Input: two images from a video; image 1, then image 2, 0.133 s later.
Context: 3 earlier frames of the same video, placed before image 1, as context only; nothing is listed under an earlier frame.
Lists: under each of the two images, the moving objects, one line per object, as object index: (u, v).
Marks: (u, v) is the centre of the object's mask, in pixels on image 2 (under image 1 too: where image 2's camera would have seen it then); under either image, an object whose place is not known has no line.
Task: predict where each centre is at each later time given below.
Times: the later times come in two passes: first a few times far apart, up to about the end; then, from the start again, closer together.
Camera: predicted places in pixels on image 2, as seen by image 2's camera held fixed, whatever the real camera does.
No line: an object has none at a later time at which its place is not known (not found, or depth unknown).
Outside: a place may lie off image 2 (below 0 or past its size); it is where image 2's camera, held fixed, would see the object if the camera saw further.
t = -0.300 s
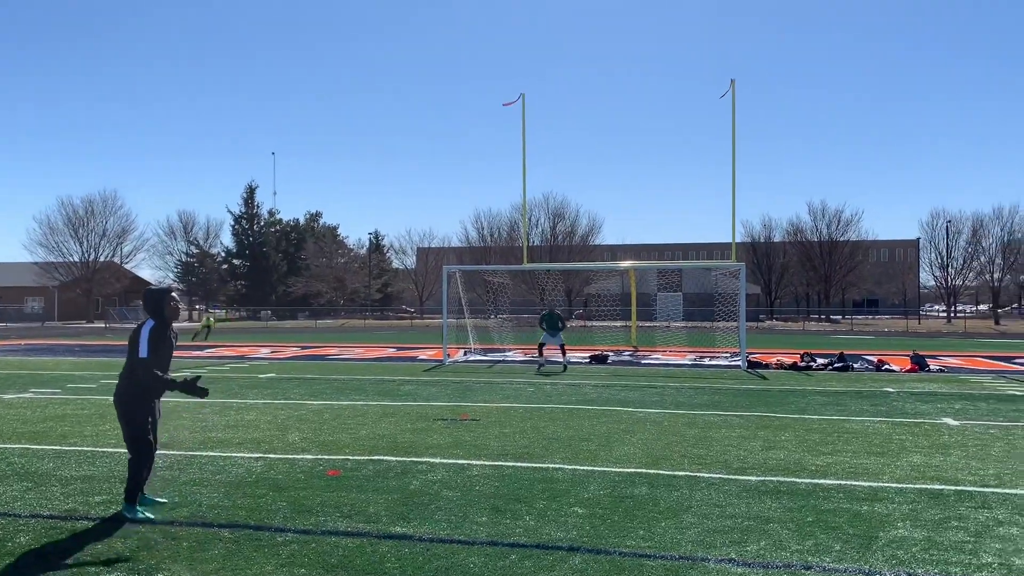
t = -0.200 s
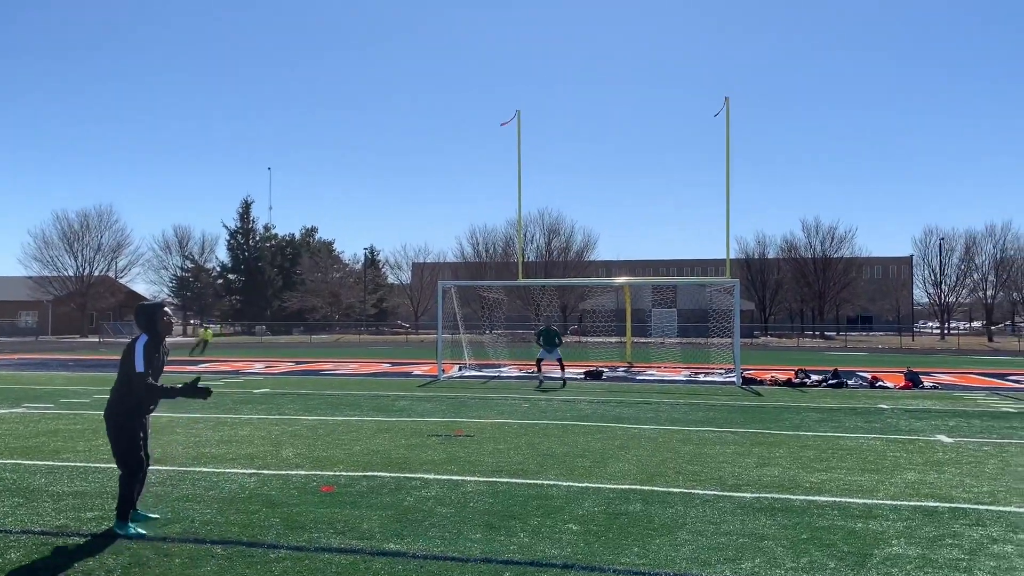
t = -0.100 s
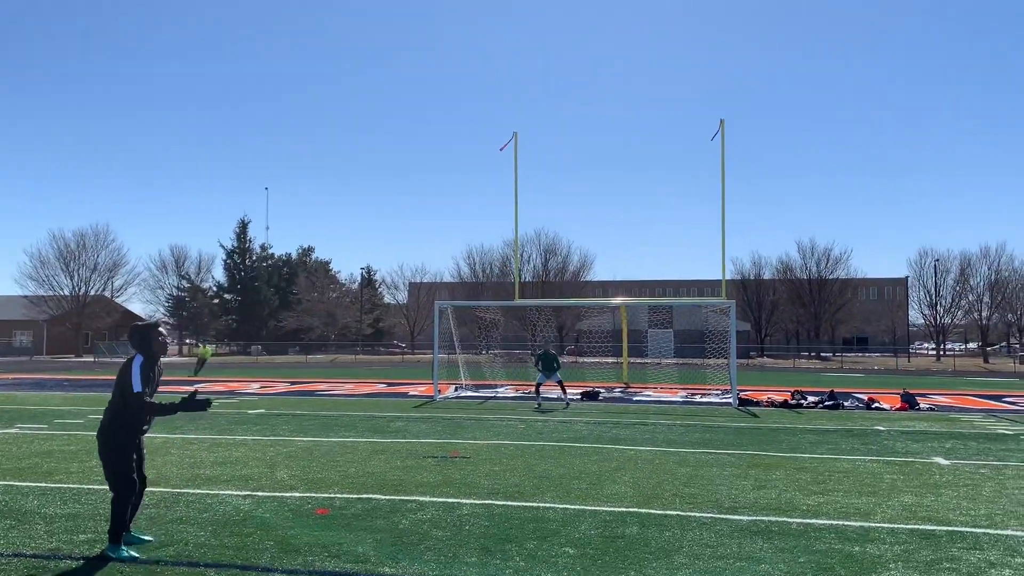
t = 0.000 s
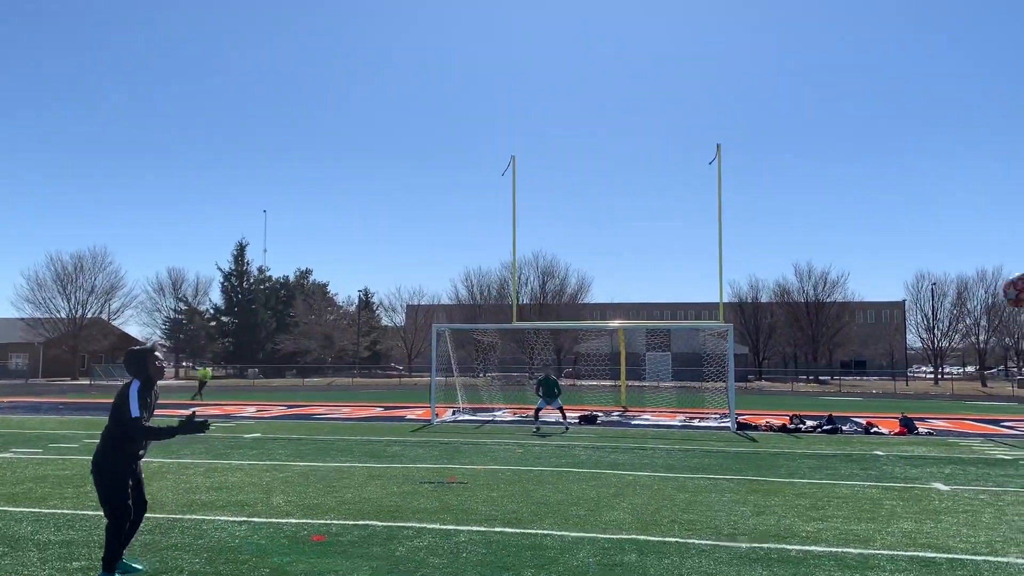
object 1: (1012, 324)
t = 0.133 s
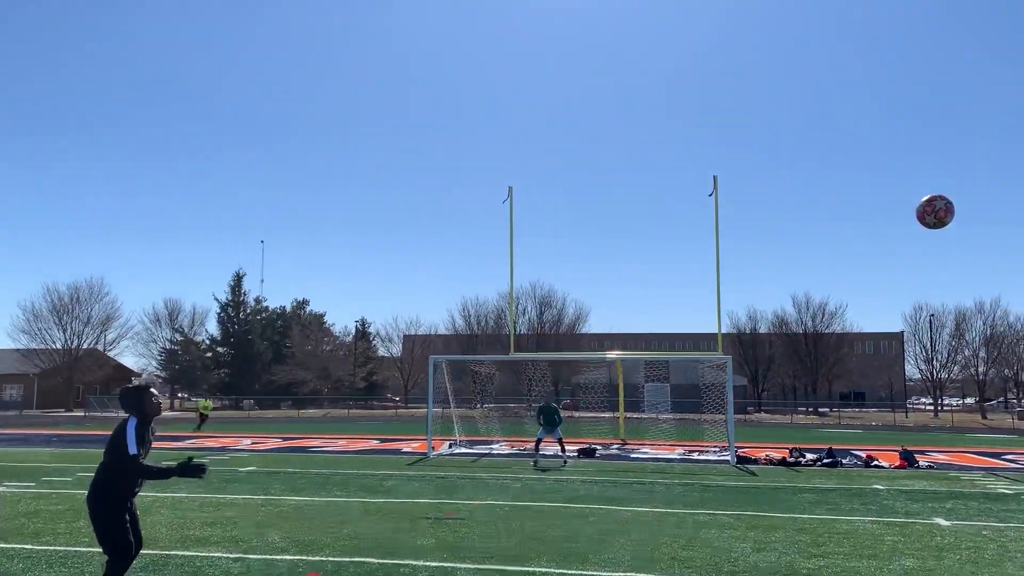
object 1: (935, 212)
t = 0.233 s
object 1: (879, 153)
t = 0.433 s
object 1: (781, 89)
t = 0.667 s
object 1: (684, 87)
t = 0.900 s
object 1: (599, 152)
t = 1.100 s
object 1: (529, 256)
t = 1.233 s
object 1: (483, 347)
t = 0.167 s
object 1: (916, 190)
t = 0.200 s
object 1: (897, 170)
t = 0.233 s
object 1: (879, 153)
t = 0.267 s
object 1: (861, 137)
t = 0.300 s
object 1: (844, 124)
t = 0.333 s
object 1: (828, 113)
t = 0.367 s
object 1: (812, 103)
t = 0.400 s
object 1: (796, 95)
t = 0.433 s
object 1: (781, 89)
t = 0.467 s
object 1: (766, 84)
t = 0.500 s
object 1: (751, 81)
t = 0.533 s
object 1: (737, 80)
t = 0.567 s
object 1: (723, 79)
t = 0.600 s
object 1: (710, 81)
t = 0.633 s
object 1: (697, 83)
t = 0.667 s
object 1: (684, 87)
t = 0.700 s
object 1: (671, 93)
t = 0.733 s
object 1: (659, 99)
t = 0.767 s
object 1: (646, 107)
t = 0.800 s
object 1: (634, 117)
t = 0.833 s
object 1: (622, 127)
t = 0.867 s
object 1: (610, 139)
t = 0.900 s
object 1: (599, 152)
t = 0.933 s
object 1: (587, 167)
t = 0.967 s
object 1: (575, 182)
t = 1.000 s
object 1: (564, 199)
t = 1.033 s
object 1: (552, 217)
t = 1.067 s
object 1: (540, 236)
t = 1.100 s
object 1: (529, 256)
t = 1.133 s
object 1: (517, 277)
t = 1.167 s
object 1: (506, 299)
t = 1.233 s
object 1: (483, 347)
